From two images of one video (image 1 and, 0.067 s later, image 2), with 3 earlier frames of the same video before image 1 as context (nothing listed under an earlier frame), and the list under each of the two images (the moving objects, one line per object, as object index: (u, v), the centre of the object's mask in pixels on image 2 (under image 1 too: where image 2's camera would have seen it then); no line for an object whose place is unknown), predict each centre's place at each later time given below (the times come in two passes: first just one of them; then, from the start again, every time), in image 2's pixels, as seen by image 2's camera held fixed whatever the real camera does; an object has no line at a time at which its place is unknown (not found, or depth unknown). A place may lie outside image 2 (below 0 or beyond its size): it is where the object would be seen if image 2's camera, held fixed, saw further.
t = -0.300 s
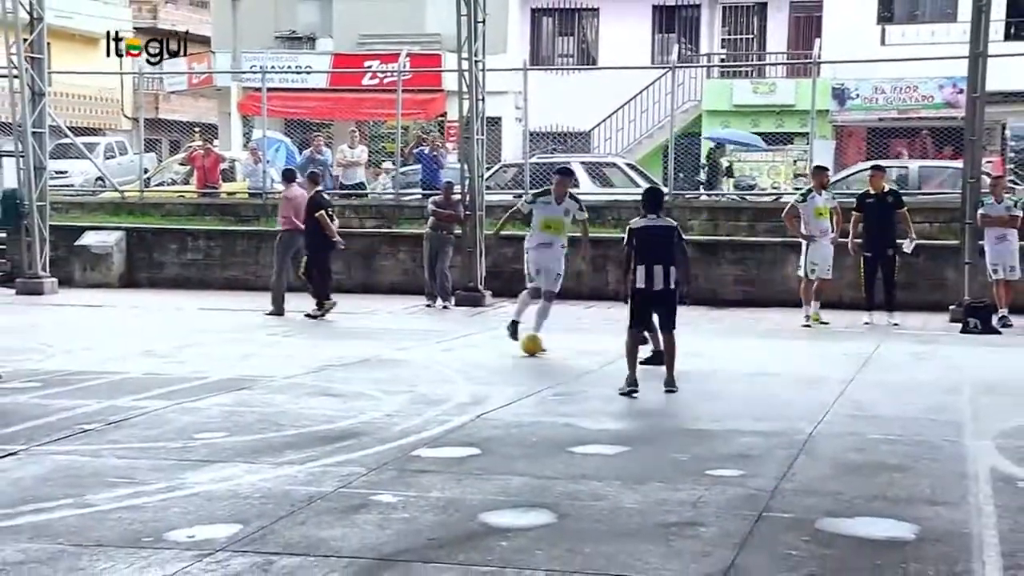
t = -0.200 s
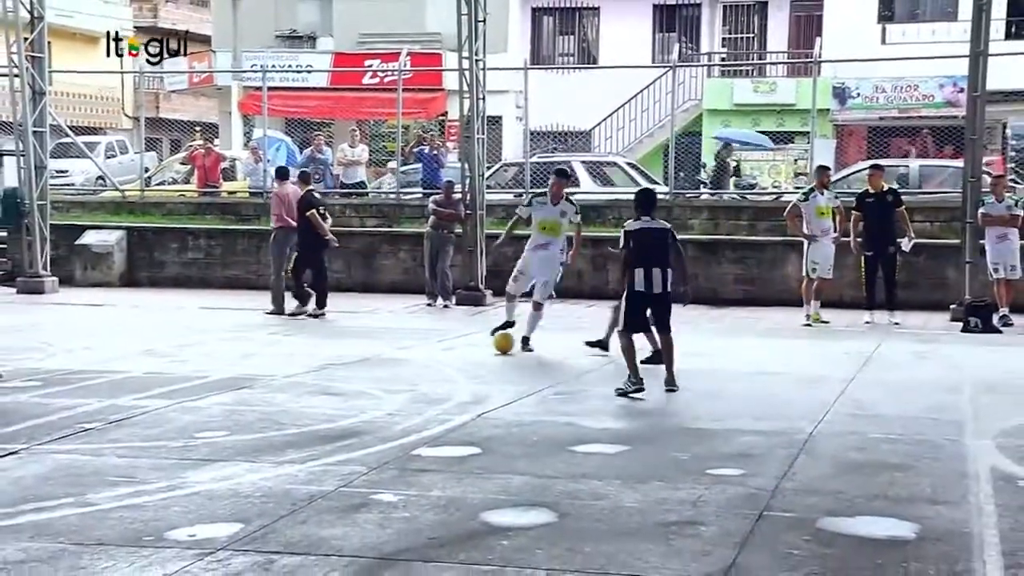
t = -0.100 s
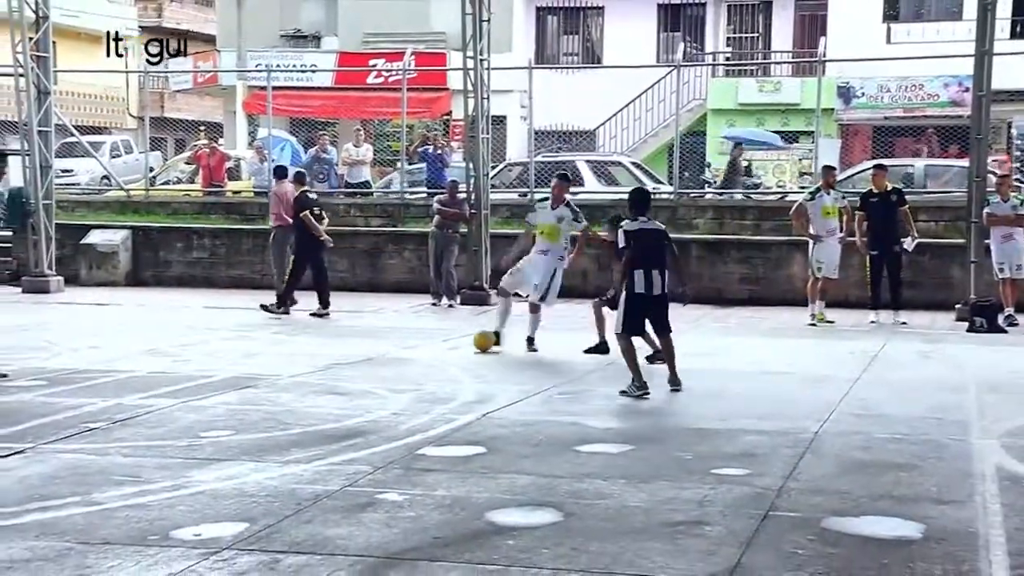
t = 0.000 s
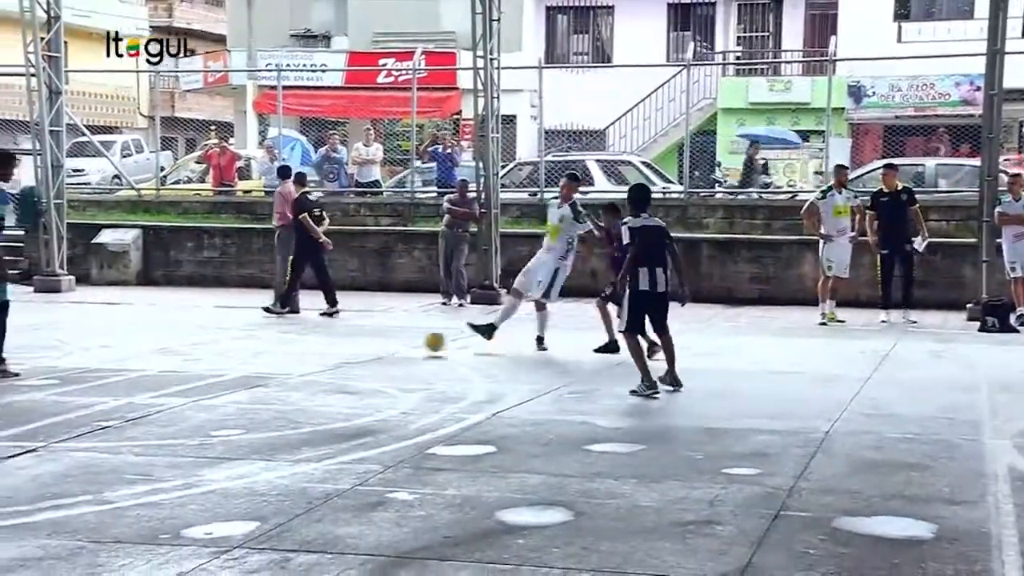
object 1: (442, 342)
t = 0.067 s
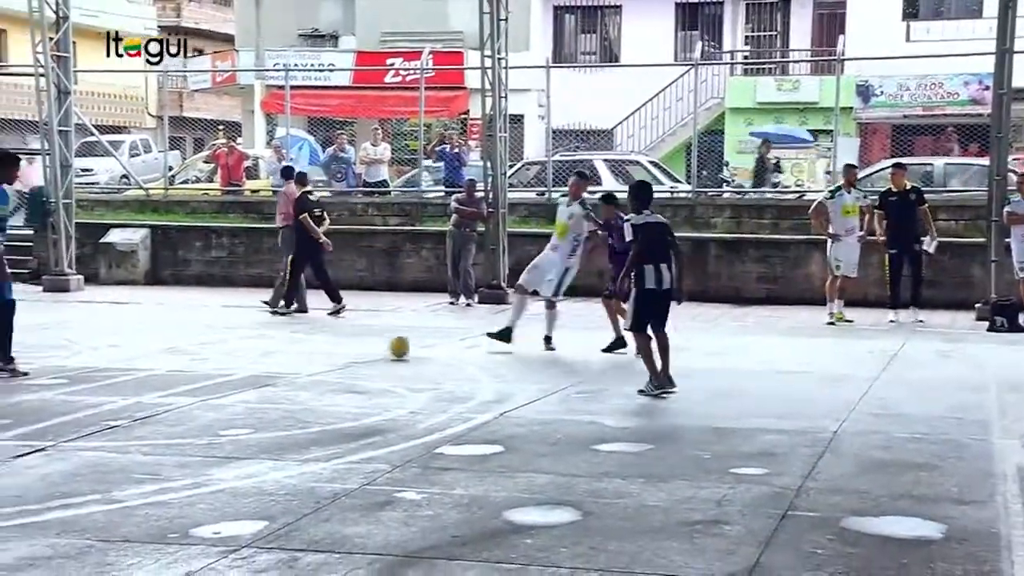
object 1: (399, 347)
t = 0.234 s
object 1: (296, 354)
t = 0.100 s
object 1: (378, 348)
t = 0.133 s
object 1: (356, 350)
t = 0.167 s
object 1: (335, 352)
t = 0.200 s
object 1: (316, 352)
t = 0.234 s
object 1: (296, 354)
